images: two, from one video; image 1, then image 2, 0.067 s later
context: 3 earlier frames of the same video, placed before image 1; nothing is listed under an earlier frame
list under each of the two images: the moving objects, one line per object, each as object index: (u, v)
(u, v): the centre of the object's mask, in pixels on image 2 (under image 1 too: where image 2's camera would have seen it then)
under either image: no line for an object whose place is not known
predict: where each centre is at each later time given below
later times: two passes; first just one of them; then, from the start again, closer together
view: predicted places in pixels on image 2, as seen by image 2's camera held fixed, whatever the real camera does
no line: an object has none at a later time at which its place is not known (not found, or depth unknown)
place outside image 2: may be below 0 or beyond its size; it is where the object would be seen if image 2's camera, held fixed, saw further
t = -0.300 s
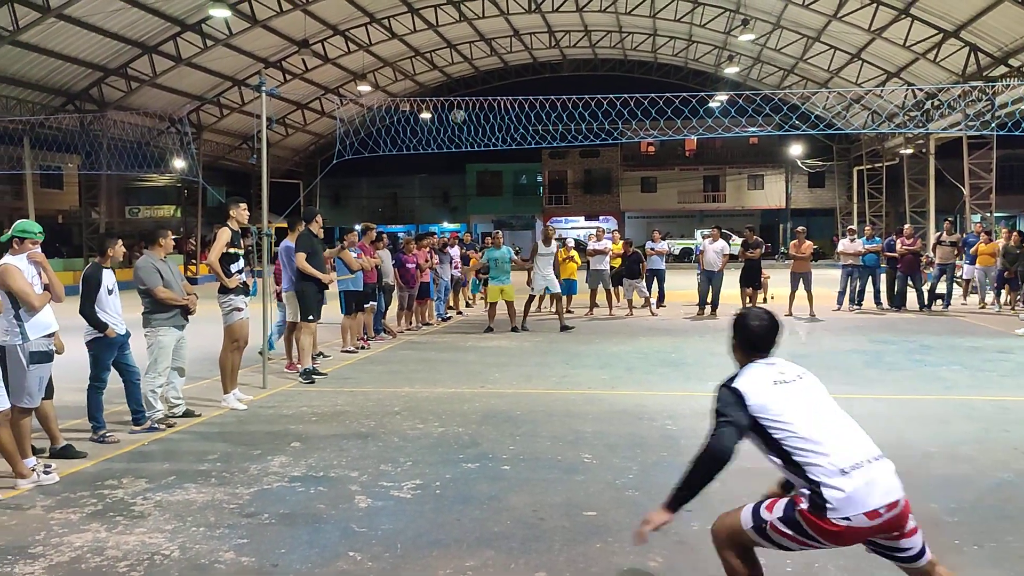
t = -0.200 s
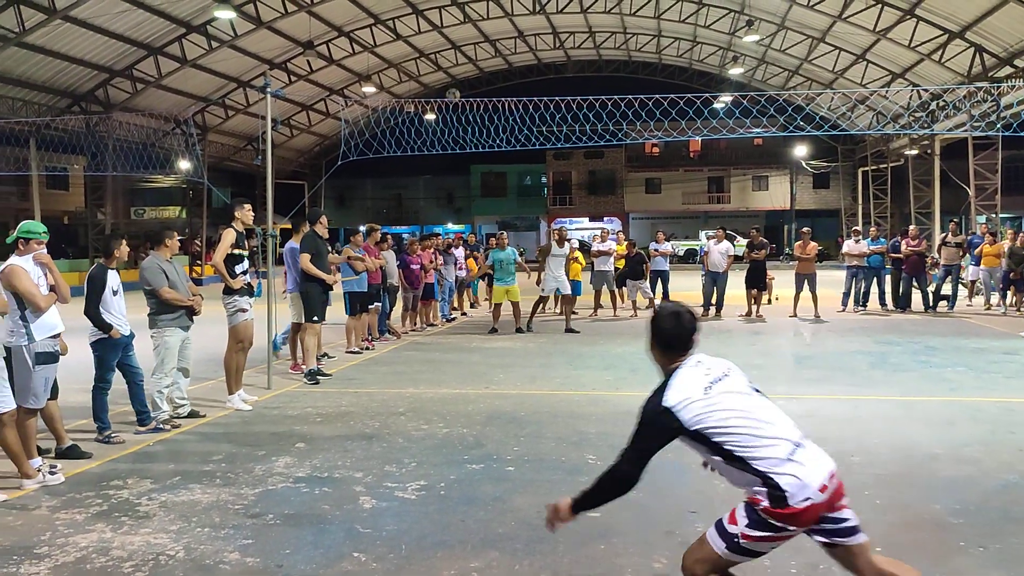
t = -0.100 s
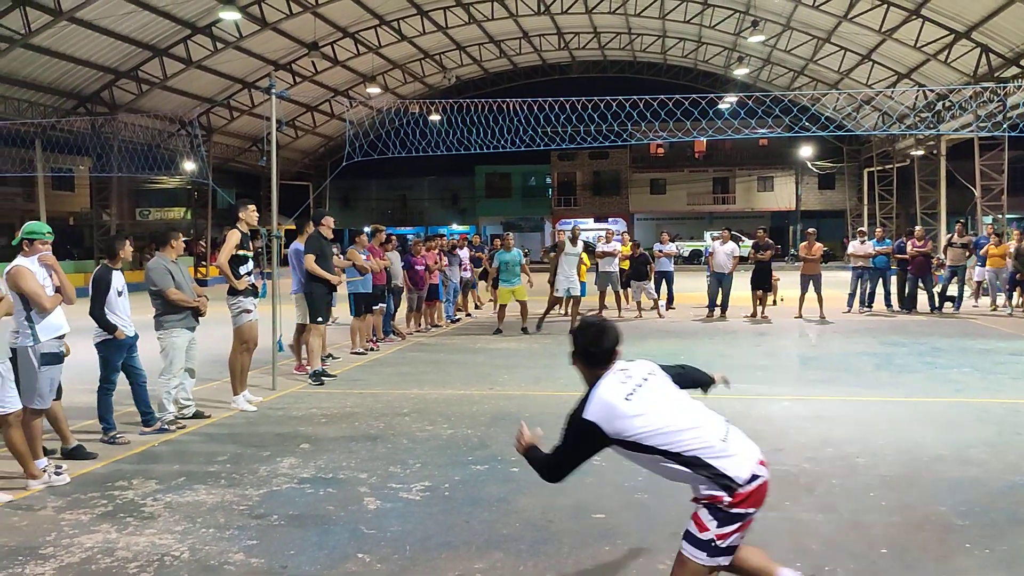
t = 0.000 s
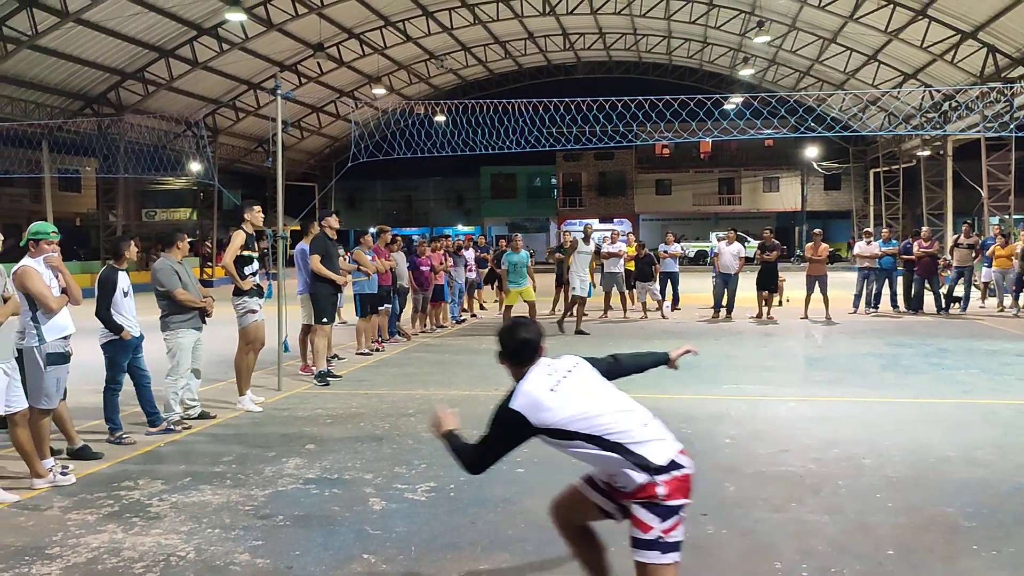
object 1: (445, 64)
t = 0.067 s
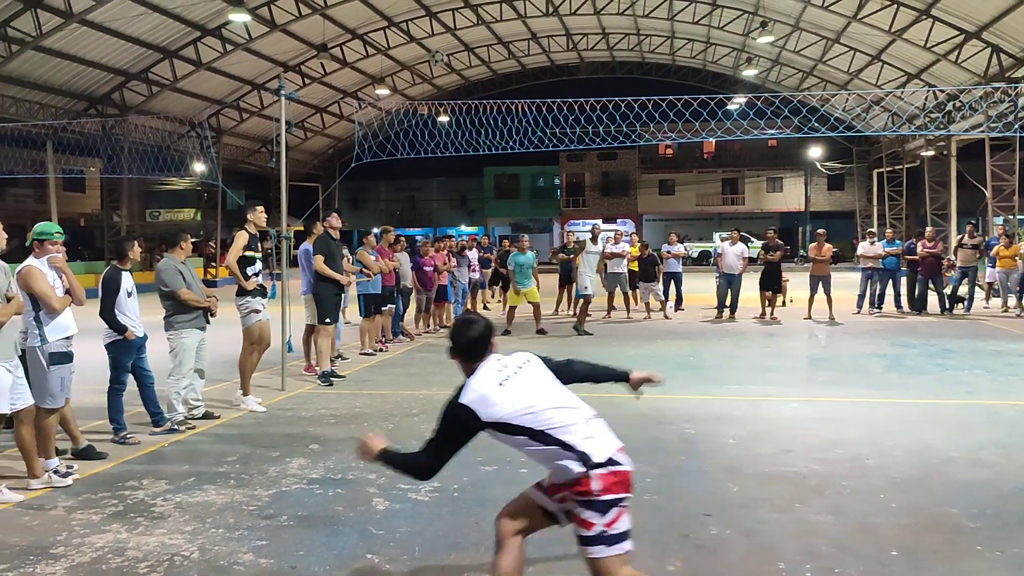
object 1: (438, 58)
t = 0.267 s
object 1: (411, 57)
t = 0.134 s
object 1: (430, 54)
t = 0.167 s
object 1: (425, 53)
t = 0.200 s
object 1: (421, 54)
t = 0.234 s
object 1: (416, 55)
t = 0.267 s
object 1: (411, 57)
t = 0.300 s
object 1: (408, 60)
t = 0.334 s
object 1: (401, 64)
